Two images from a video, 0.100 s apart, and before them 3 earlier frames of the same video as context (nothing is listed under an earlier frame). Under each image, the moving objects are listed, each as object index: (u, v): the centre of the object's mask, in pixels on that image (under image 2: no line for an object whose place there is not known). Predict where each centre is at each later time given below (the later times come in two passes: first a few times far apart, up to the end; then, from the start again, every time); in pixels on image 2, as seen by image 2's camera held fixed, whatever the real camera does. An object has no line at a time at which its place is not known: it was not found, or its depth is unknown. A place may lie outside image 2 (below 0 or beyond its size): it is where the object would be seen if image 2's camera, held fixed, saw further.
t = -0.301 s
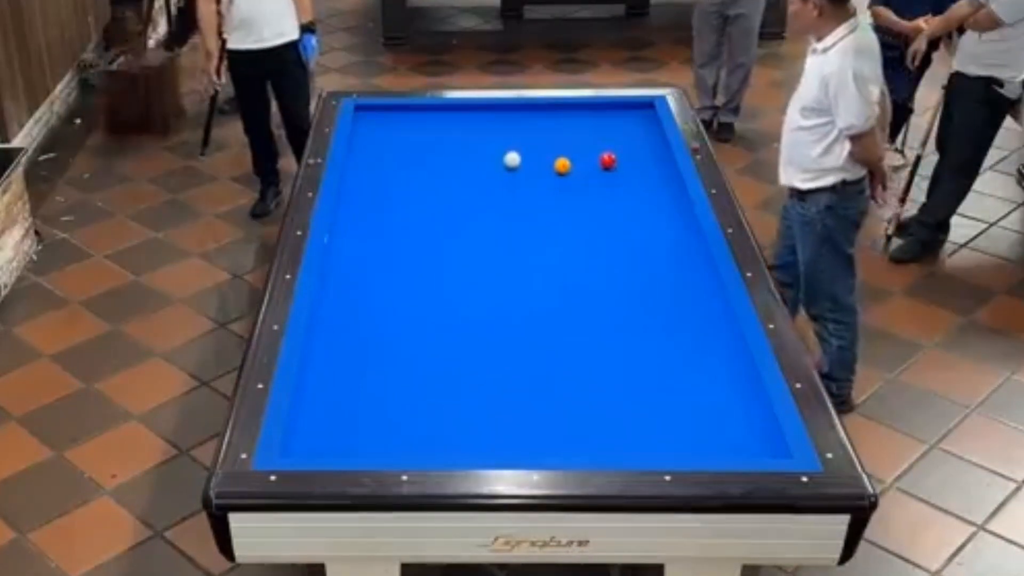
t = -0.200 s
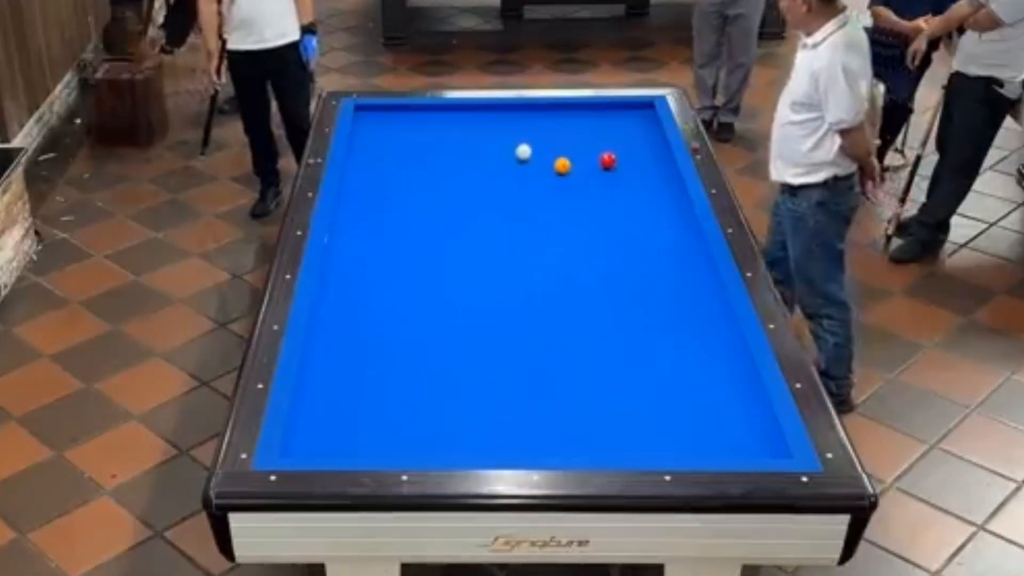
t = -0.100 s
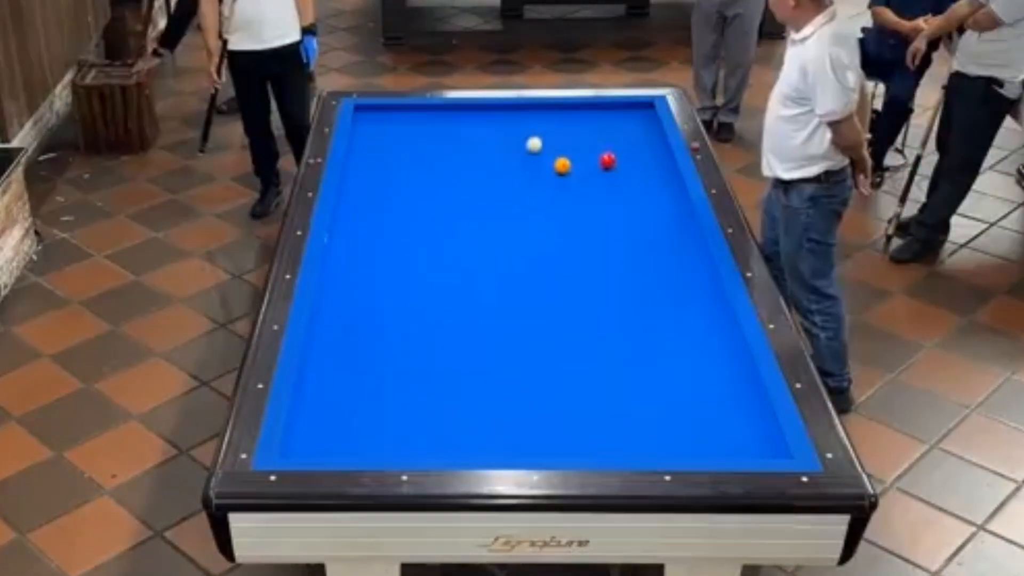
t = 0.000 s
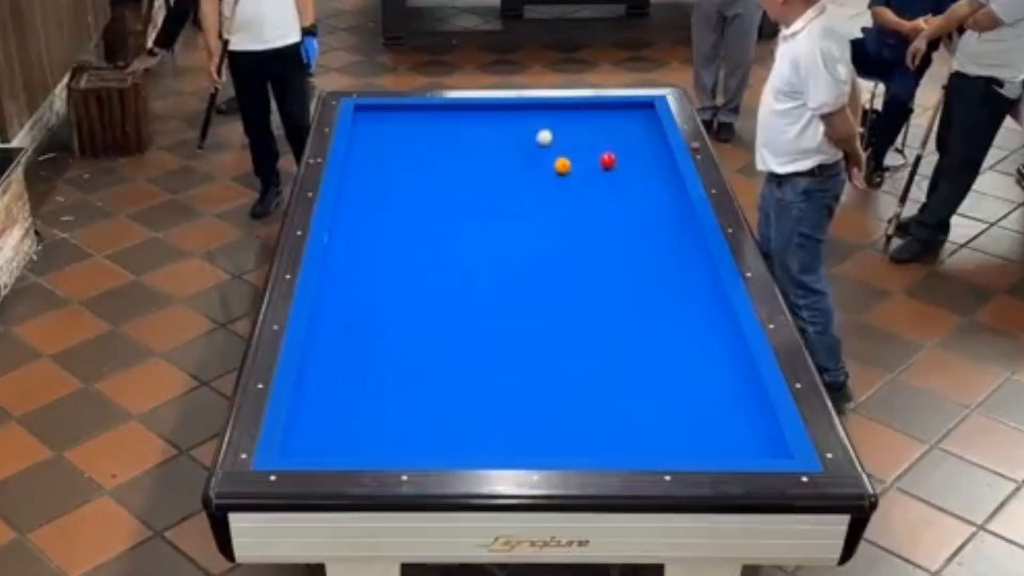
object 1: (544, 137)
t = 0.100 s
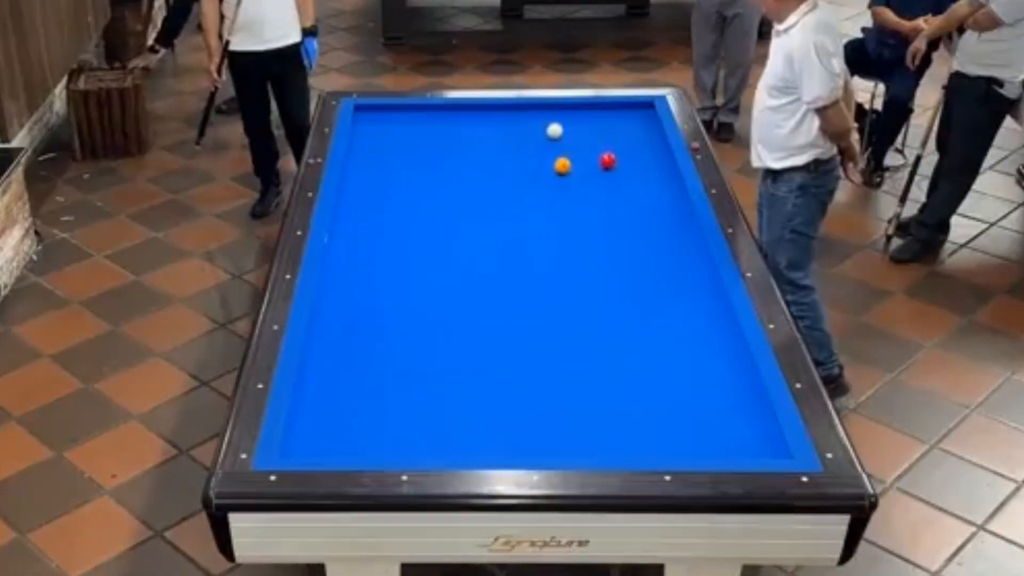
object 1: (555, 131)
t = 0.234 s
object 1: (568, 122)
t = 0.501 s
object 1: (593, 106)
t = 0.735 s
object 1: (623, 114)
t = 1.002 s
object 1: (650, 123)
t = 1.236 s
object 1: (637, 131)
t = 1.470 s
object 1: (624, 139)
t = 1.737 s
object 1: (609, 148)
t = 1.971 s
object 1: (593, 156)
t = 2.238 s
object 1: (574, 160)
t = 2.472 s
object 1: (565, 158)
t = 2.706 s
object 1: (554, 158)
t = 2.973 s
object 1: (544, 158)
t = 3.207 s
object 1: (536, 157)
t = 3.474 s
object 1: (528, 156)
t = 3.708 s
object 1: (522, 155)
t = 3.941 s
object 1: (516, 155)
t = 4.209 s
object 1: (511, 154)
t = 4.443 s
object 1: (507, 153)
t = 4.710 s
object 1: (503, 152)
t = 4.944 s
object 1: (501, 153)
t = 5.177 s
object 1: (499, 152)
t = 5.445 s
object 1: (498, 152)
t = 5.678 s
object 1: (497, 152)
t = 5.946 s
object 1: (496, 152)
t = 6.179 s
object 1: (496, 152)
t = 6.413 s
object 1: (497, 152)
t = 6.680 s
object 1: (497, 152)
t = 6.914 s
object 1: (497, 151)
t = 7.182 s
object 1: (496, 151)
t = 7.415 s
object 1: (496, 151)
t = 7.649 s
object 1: (496, 151)
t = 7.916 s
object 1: (496, 151)
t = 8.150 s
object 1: (496, 151)
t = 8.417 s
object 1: (496, 151)
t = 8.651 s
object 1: (496, 151)
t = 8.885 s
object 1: (496, 152)
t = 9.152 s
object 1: (496, 152)
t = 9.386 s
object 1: (496, 152)
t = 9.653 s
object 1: (496, 152)
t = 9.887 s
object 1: (496, 151)
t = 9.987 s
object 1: (496, 151)
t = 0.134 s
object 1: (558, 128)
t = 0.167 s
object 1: (561, 126)
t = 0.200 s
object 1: (565, 124)
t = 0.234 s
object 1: (568, 122)
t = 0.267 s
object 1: (571, 119)
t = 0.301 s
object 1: (574, 117)
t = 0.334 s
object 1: (577, 115)
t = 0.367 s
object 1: (581, 113)
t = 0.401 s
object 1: (583, 111)
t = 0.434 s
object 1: (586, 110)
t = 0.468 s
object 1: (589, 107)
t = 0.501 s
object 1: (593, 106)
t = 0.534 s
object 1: (597, 107)
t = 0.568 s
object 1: (601, 108)
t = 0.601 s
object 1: (606, 109)
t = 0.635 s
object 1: (610, 110)
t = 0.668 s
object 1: (614, 112)
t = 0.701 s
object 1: (619, 113)
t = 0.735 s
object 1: (623, 114)
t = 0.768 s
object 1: (628, 115)
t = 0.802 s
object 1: (632, 116)
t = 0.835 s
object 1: (637, 117)
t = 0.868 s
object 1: (641, 118)
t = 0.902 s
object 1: (645, 119)
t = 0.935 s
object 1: (650, 120)
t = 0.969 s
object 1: (652, 121)
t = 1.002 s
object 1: (650, 123)
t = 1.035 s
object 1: (648, 124)
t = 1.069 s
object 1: (646, 125)
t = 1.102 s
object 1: (645, 126)
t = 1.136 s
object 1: (643, 127)
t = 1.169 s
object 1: (641, 129)
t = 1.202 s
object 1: (639, 130)
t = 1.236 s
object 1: (637, 131)
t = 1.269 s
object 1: (635, 132)
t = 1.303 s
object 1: (633, 134)
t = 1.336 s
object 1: (632, 135)
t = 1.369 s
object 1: (630, 136)
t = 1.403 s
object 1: (628, 137)
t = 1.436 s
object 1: (626, 138)
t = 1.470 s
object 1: (624, 139)
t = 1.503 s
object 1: (622, 141)
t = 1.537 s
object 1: (620, 142)
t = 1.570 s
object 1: (619, 144)
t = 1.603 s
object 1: (617, 145)
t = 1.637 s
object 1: (615, 146)
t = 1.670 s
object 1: (612, 147)
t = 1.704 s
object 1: (611, 147)
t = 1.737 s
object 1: (609, 148)
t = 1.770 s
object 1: (607, 148)
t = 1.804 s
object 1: (604, 150)
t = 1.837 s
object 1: (602, 151)
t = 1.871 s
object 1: (599, 153)
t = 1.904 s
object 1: (597, 154)
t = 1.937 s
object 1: (595, 155)
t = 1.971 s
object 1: (593, 156)
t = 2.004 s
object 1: (591, 157)
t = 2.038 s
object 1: (588, 157)
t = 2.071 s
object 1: (586, 158)
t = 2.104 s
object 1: (583, 158)
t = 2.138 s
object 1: (581, 159)
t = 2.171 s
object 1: (579, 159)
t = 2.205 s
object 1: (576, 160)
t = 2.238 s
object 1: (574, 160)
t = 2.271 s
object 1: (573, 159)
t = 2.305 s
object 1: (572, 159)
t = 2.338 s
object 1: (570, 159)
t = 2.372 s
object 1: (568, 158)
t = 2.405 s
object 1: (567, 158)
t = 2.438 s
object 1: (566, 158)
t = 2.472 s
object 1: (565, 158)
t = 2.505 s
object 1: (563, 157)
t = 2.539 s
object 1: (561, 158)
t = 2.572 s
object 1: (560, 157)
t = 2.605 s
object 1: (558, 157)
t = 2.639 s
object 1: (557, 158)
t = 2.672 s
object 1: (555, 157)
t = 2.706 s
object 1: (554, 158)
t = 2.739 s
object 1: (552, 157)
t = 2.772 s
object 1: (551, 158)
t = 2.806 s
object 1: (550, 157)
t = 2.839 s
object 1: (548, 158)
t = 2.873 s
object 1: (547, 158)
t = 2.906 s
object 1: (546, 158)
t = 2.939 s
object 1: (545, 158)
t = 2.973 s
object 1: (544, 158)
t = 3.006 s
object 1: (542, 158)
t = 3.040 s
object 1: (541, 158)
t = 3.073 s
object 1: (540, 158)
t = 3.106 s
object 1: (539, 158)
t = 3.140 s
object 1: (538, 158)
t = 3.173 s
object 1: (537, 157)
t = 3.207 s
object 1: (536, 157)
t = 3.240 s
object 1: (535, 157)
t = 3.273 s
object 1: (534, 157)
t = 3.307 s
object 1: (533, 157)
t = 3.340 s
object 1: (532, 157)
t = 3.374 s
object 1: (531, 156)
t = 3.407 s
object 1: (530, 156)
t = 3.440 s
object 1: (529, 156)
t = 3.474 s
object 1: (528, 156)
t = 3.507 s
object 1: (527, 156)
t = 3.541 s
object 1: (526, 156)
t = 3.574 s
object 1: (525, 156)
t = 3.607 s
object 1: (524, 156)
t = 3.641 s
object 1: (523, 156)
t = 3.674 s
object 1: (523, 156)
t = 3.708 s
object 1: (522, 155)
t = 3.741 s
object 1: (521, 155)
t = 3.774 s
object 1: (520, 155)
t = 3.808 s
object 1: (519, 155)
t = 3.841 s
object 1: (518, 155)
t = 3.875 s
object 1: (518, 155)
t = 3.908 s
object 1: (517, 155)
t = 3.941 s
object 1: (516, 155)
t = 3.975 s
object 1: (516, 154)
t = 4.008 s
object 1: (515, 154)
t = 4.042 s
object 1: (514, 154)
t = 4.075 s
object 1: (514, 154)
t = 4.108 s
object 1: (513, 154)
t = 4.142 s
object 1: (512, 154)
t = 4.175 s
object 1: (512, 154)
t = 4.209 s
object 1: (511, 154)
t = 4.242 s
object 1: (510, 154)
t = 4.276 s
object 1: (510, 154)
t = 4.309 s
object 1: (509, 154)
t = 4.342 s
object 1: (509, 153)
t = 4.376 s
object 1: (508, 153)
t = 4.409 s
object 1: (508, 153)
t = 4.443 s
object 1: (507, 153)
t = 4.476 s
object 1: (507, 153)
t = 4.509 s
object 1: (506, 153)
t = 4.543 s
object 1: (506, 153)
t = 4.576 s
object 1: (505, 153)
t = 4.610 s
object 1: (505, 153)
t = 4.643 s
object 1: (504, 153)
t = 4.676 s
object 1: (504, 152)
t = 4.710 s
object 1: (503, 152)
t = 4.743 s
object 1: (503, 152)
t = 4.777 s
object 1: (502, 153)
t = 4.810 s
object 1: (502, 153)
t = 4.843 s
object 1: (502, 153)
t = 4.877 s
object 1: (501, 153)
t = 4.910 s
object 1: (501, 153)
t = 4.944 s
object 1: (501, 153)
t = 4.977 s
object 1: (500, 153)
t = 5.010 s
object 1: (500, 153)
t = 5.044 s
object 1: (500, 152)
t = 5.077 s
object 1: (499, 152)
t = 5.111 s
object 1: (499, 152)
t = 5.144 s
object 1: (499, 152)
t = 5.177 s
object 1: (499, 152)
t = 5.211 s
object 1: (499, 152)
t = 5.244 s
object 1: (499, 152)
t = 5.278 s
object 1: (498, 152)
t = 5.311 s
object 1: (498, 152)
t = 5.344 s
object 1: (498, 152)
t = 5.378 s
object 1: (498, 152)
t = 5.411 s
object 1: (498, 152)
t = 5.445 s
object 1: (498, 152)
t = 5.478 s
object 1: (498, 152)
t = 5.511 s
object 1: (498, 152)
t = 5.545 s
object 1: (498, 152)
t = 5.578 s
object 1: (497, 152)
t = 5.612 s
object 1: (497, 152)
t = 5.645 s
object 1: (497, 152)
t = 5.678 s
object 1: (497, 152)
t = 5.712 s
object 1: (497, 152)
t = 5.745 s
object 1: (497, 152)
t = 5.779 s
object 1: (497, 152)
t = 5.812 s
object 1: (497, 152)
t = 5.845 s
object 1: (497, 152)
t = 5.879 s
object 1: (497, 152)
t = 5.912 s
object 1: (497, 152)
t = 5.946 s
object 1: (496, 152)
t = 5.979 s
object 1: (496, 152)
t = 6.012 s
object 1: (496, 152)
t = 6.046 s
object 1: (497, 152)
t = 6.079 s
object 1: (496, 152)
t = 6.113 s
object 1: (496, 152)
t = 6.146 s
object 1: (497, 152)
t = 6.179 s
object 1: (496, 152)
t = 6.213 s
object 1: (497, 152)
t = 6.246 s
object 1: (496, 152)
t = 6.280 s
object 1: (496, 152)
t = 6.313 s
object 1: (496, 151)
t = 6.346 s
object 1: (497, 152)
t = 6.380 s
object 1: (497, 152)
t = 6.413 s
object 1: (497, 152)
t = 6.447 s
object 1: (496, 151)
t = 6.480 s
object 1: (497, 152)
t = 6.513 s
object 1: (496, 151)
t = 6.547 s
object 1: (497, 152)
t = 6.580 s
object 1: (496, 151)
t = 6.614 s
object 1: (497, 152)
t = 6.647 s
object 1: (497, 152)
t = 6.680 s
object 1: (497, 152)
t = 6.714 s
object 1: (496, 152)
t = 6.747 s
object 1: (496, 152)
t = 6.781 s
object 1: (496, 152)
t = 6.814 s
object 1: (496, 152)
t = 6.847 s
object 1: (496, 151)
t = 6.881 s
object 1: (496, 151)
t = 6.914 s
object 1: (497, 151)
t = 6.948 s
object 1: (497, 151)
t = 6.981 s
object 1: (497, 151)
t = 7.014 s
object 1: (497, 151)
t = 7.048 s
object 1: (496, 151)
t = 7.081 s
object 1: (496, 151)
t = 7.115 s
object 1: (496, 151)
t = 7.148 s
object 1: (496, 151)
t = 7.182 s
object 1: (496, 151)
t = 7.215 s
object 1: (496, 151)
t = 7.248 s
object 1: (496, 151)
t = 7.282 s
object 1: (496, 151)
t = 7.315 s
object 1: (496, 151)
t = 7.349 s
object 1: (496, 151)
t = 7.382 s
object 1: (496, 151)
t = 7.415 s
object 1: (496, 151)
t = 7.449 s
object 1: (496, 151)
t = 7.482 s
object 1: (496, 151)
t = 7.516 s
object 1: (496, 151)
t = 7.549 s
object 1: (496, 151)
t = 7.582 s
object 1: (496, 151)
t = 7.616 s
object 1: (496, 151)
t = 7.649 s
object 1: (496, 151)
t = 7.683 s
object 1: (496, 151)
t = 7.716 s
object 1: (496, 151)
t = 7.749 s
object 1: (496, 151)
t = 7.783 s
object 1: (496, 151)
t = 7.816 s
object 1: (496, 151)
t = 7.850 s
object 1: (496, 151)
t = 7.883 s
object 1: (496, 151)
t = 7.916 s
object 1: (496, 151)
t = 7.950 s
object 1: (496, 151)
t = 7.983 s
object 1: (496, 151)
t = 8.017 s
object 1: (496, 151)
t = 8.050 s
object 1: (496, 151)
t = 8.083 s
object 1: (496, 151)
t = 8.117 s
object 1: (496, 151)
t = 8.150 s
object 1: (496, 151)
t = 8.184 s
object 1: (496, 151)
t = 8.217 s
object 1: (496, 151)
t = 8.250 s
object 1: (496, 151)
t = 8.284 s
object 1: (496, 151)
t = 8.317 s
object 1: (496, 151)
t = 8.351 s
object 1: (496, 151)
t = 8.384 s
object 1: (496, 151)
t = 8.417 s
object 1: (496, 151)
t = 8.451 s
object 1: (496, 151)
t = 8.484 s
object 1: (496, 151)
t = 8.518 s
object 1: (496, 151)
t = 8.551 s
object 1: (496, 151)
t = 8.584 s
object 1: (496, 151)
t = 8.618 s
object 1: (496, 151)
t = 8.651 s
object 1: (496, 151)
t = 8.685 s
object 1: (496, 151)
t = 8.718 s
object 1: (496, 151)
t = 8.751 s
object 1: (496, 151)
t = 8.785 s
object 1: (496, 151)
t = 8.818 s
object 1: (496, 151)
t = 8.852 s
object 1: (496, 152)
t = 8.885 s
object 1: (496, 152)
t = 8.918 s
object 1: (496, 152)
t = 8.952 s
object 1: (496, 152)
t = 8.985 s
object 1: (496, 152)
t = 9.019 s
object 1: (496, 152)
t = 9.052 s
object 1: (496, 152)
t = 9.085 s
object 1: (496, 152)
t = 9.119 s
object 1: (496, 152)
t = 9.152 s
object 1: (496, 152)
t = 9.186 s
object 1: (496, 152)
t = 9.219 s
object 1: (496, 152)
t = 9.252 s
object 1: (496, 152)
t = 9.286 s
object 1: (496, 152)
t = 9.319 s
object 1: (496, 152)
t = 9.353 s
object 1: (496, 152)
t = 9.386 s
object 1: (496, 152)
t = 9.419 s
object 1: (496, 152)
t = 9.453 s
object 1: (496, 152)
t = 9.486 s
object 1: (496, 152)
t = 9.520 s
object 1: (496, 152)
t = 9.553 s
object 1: (496, 152)
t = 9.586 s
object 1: (496, 152)
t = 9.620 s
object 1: (496, 152)
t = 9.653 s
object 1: (496, 152)
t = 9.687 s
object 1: (496, 152)
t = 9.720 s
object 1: (496, 152)
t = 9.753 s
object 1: (496, 152)
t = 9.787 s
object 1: (496, 152)
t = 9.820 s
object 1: (496, 152)
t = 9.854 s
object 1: (496, 151)
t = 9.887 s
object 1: (496, 151)
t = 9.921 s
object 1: (496, 151)
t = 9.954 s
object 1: (496, 151)
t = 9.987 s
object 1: (496, 151)
